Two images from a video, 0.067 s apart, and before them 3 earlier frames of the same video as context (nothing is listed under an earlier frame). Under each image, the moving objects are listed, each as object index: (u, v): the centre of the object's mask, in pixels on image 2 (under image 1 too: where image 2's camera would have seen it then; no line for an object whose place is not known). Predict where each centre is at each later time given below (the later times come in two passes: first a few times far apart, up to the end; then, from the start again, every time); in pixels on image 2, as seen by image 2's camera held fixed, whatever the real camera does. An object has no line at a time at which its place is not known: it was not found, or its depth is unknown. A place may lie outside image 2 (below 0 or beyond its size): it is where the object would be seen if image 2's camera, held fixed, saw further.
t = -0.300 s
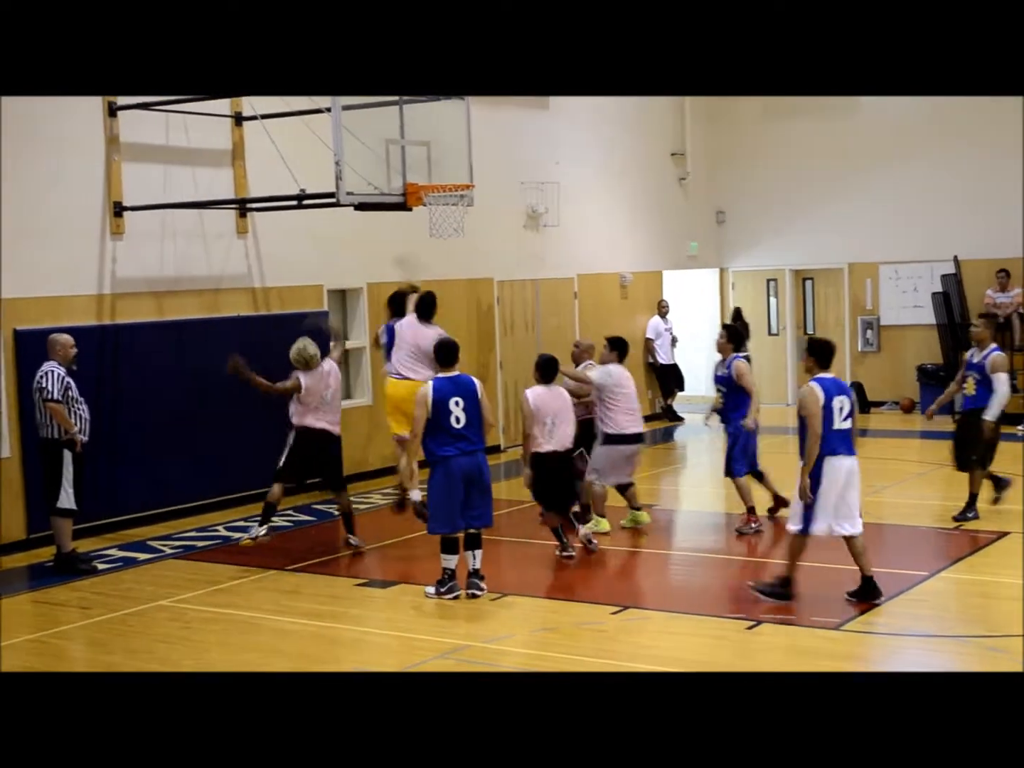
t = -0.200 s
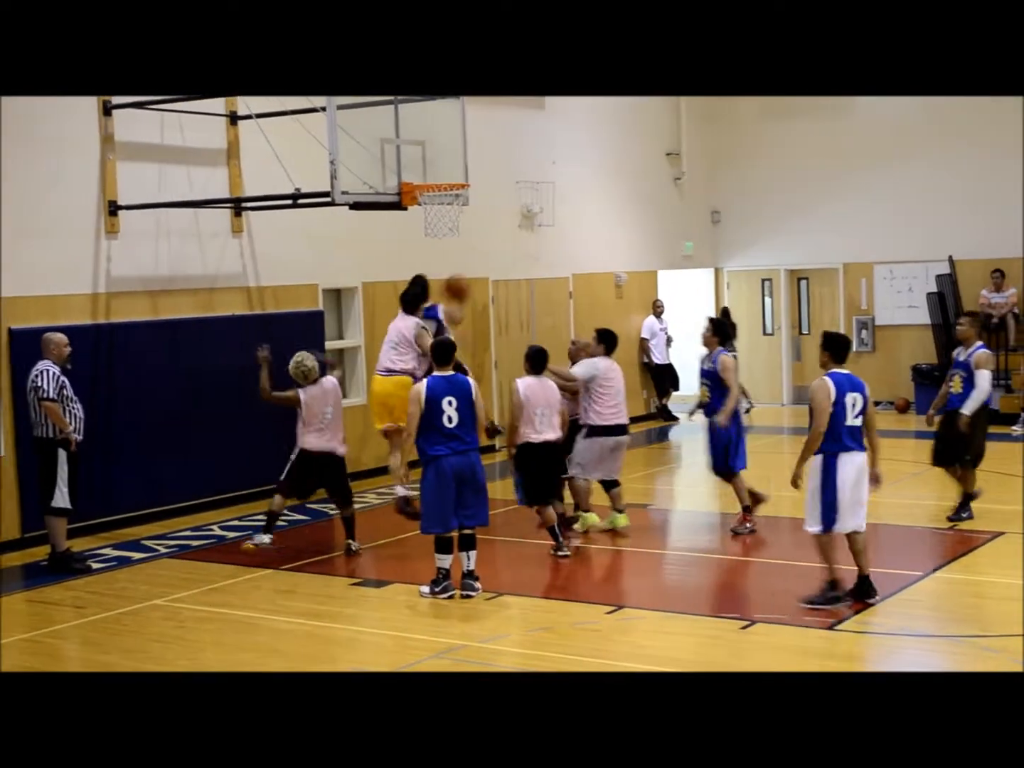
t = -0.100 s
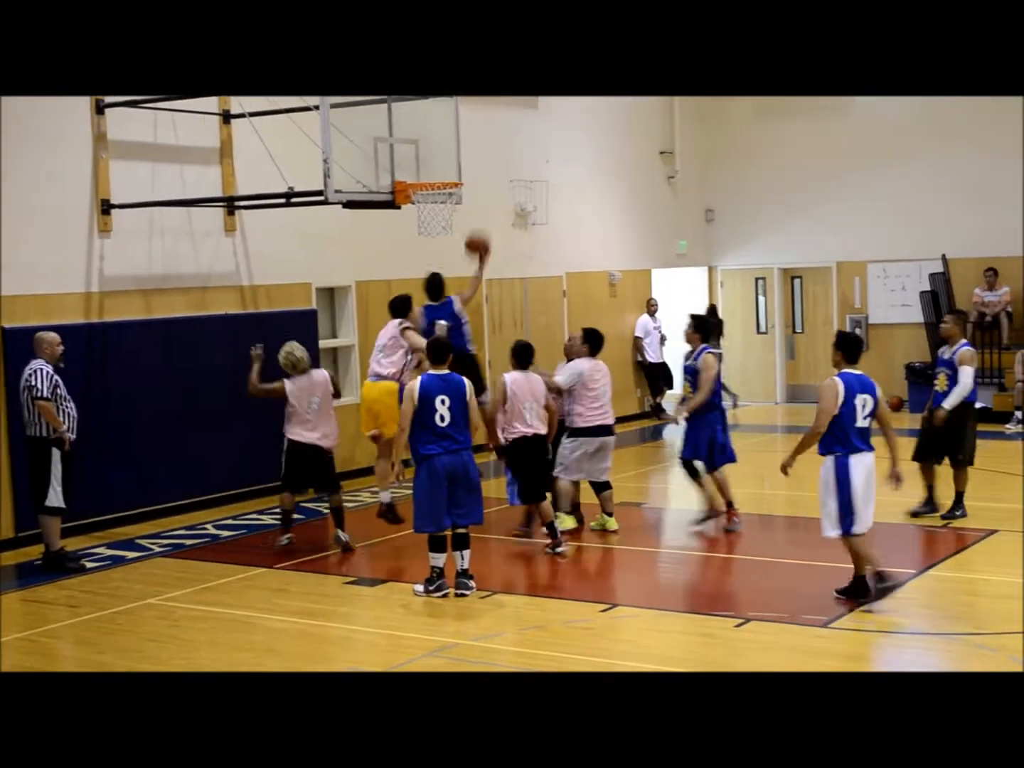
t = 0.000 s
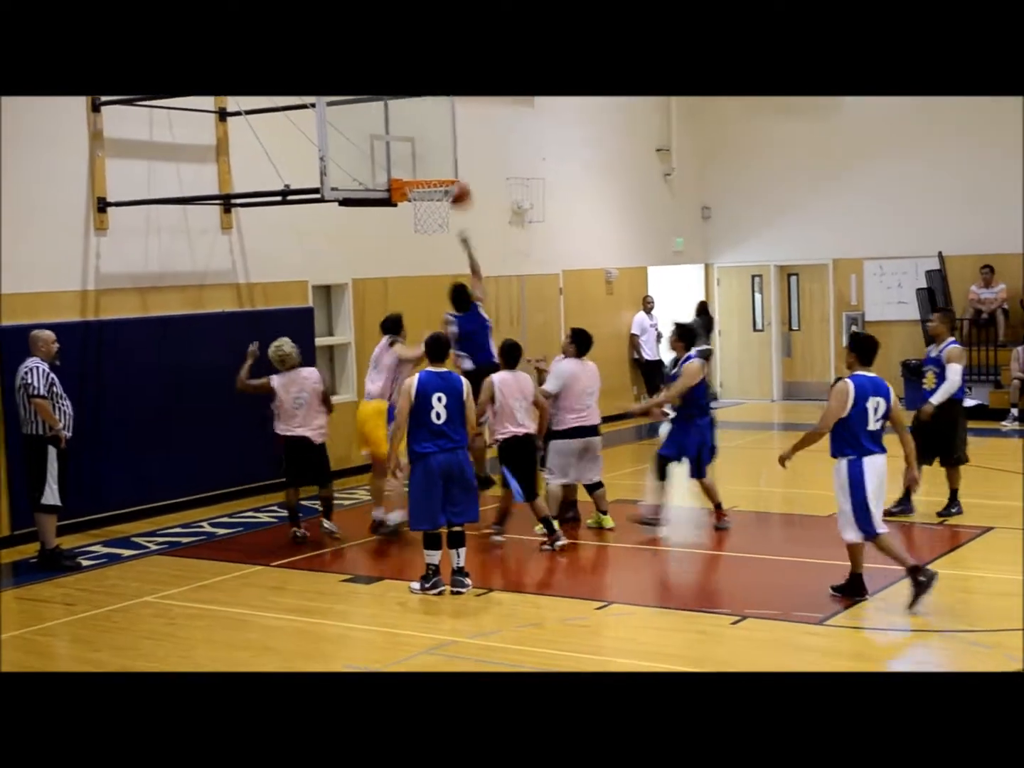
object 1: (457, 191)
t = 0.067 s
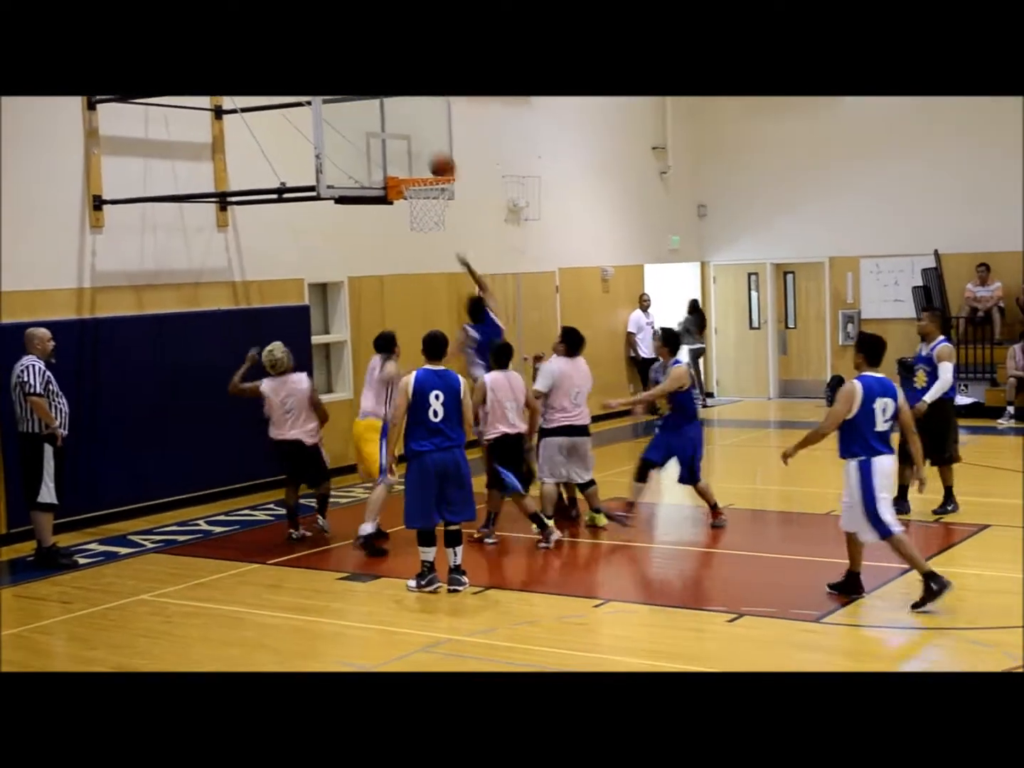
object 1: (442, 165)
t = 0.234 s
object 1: (446, 149)
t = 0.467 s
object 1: (458, 162)
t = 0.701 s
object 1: (475, 181)
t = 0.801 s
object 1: (483, 209)
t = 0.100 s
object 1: (439, 158)
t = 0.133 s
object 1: (441, 154)
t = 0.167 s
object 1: (443, 151)
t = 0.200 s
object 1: (444, 149)
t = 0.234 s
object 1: (446, 149)
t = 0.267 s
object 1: (447, 149)
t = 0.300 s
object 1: (449, 151)
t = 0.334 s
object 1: (451, 154)
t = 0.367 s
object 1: (452, 158)
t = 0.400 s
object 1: (454, 163)
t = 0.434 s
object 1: (456, 164)
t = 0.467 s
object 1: (458, 162)
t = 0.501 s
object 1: (461, 161)
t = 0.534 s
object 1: (463, 161)
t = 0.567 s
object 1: (465, 162)
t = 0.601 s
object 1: (467, 166)
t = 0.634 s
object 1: (470, 169)
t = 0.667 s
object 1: (472, 175)
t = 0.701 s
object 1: (475, 181)
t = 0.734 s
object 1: (478, 189)
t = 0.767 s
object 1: (480, 198)
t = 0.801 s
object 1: (483, 209)
